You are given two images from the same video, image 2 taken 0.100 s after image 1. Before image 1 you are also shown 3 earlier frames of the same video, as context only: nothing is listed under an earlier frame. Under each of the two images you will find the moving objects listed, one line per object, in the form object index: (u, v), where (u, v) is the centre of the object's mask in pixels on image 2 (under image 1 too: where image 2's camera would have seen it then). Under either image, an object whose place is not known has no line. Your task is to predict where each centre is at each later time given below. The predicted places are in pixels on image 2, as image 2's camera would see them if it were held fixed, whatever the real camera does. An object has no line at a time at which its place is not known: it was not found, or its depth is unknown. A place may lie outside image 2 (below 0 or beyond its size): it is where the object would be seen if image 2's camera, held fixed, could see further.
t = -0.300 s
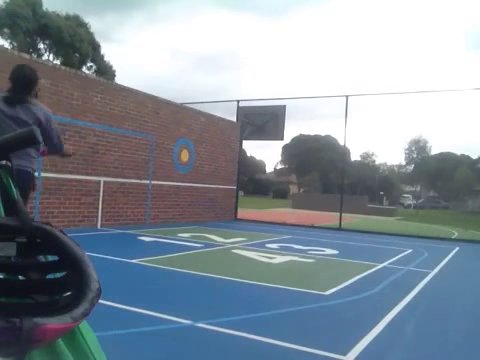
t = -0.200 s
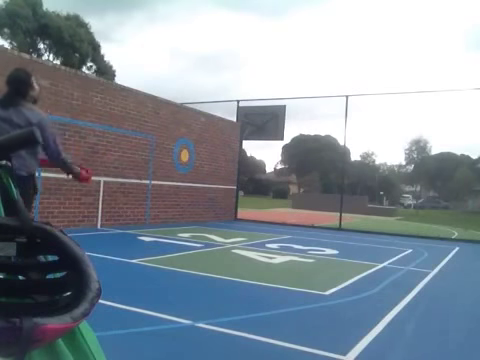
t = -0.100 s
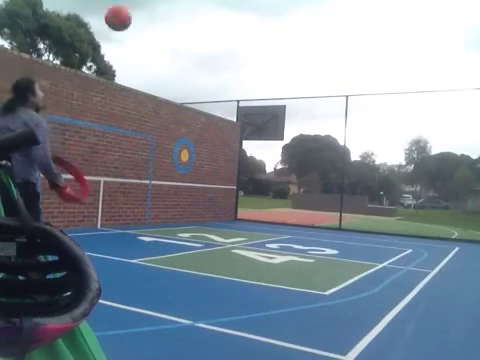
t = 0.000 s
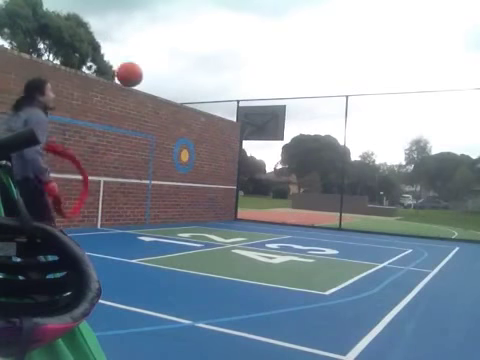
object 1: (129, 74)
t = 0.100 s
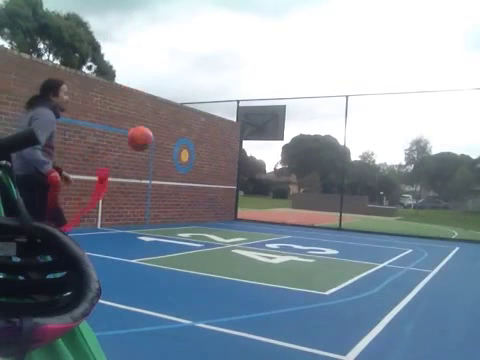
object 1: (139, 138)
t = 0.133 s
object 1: (143, 161)
